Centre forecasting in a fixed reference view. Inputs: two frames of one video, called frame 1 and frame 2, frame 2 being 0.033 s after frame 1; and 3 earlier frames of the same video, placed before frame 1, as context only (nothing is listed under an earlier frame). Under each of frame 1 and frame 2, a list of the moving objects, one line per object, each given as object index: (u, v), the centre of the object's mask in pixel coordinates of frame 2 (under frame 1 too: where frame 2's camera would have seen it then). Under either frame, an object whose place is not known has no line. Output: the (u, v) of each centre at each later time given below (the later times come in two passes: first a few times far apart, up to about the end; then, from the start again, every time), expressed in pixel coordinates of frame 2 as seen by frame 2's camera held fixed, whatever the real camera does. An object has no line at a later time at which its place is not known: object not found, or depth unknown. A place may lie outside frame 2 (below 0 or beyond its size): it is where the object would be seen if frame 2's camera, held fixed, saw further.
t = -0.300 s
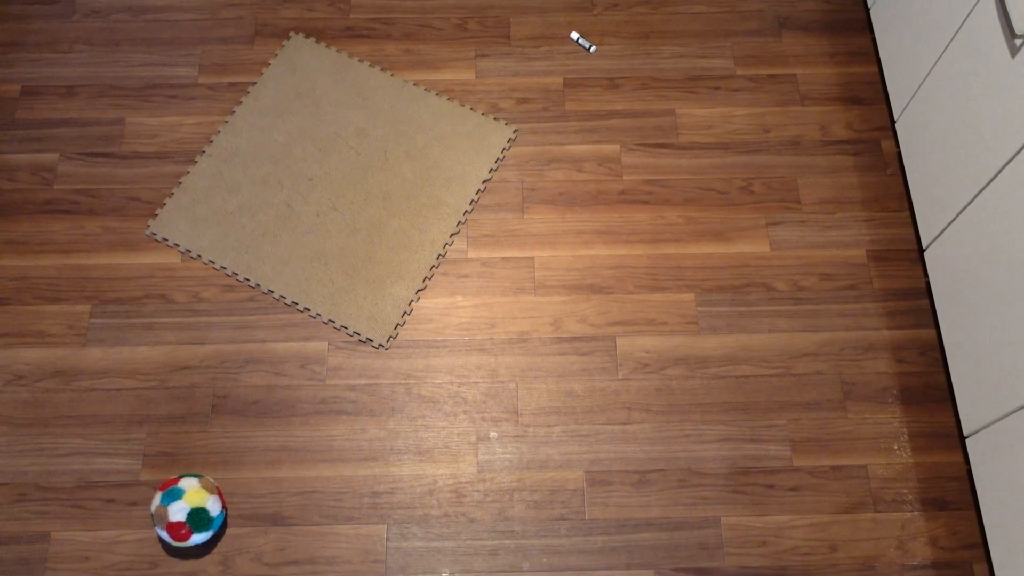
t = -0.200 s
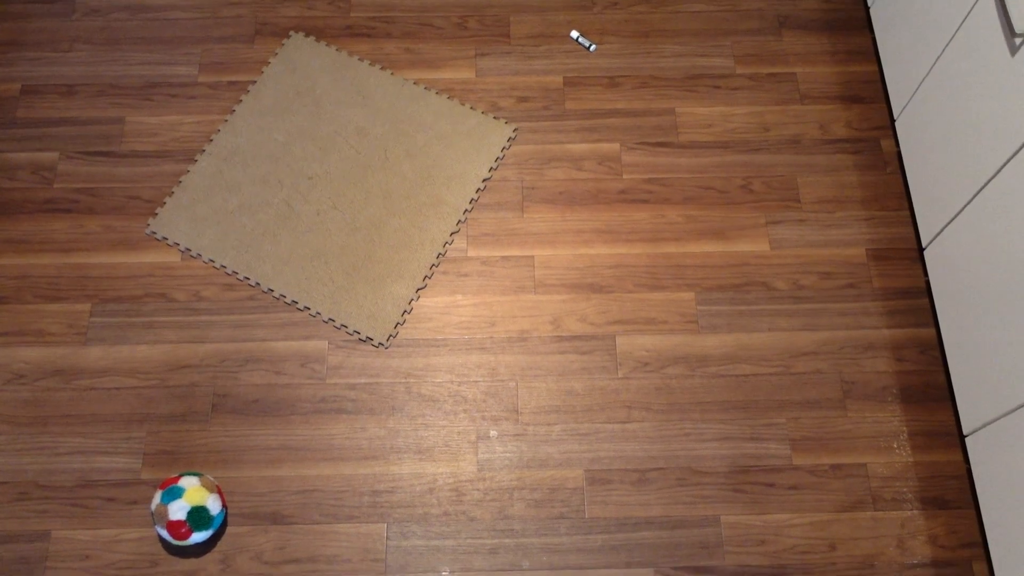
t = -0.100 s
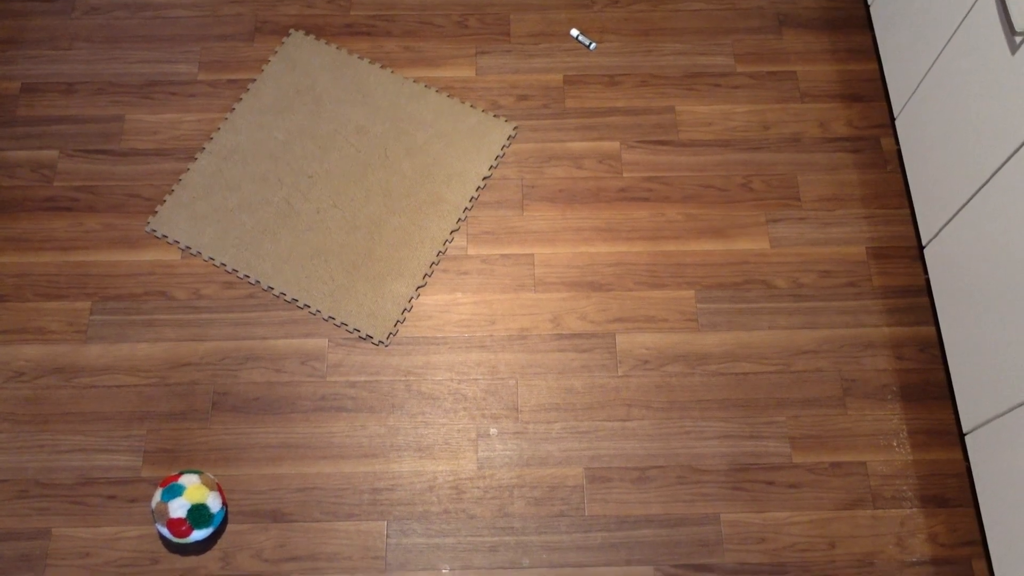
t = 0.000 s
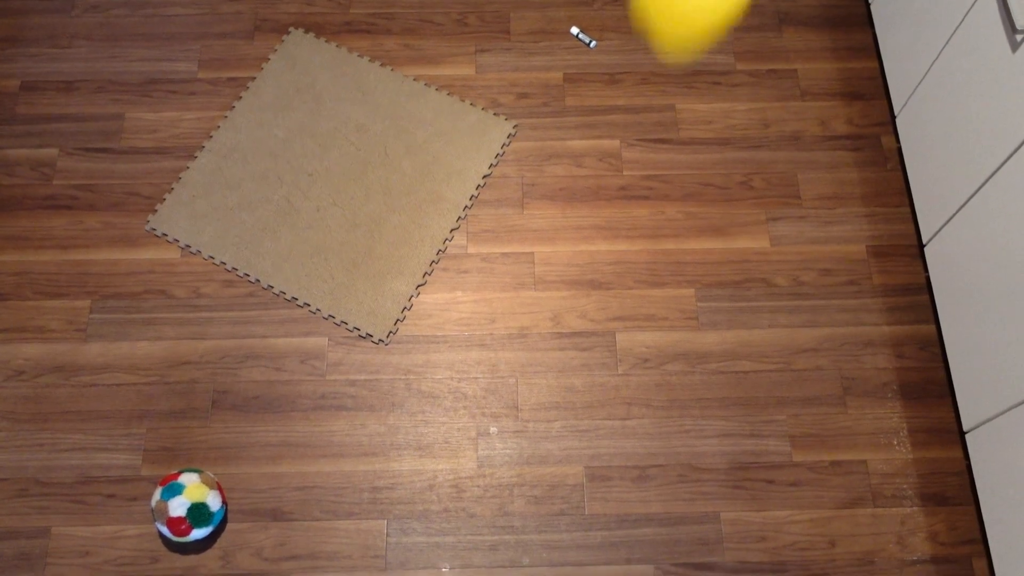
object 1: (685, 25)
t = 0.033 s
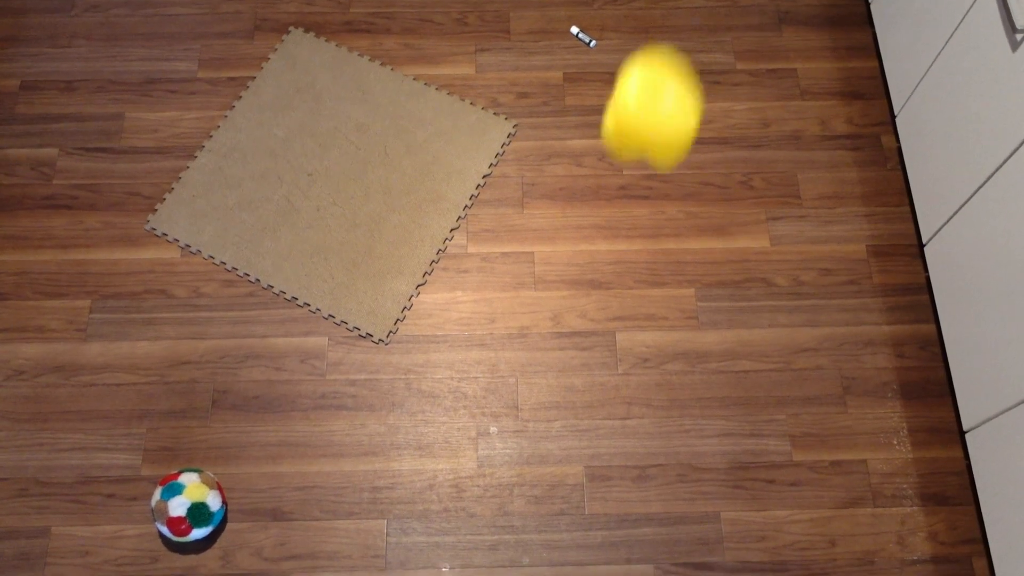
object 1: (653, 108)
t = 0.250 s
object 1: (571, 406)
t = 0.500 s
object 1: (602, 438)
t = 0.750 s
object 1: (609, 486)
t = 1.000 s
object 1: (582, 497)
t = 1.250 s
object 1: (560, 484)
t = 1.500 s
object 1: (558, 479)
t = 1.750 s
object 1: (567, 492)
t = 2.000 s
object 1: (568, 493)
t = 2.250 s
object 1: (560, 486)
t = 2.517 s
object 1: (562, 488)
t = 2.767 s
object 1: (560, 485)
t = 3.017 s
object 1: (561, 487)
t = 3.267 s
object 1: (561, 487)
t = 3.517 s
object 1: (560, 486)
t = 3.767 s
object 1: (560, 486)
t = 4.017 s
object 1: (560, 486)
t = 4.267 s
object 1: (560, 486)
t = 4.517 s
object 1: (560, 486)
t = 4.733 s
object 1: (560, 486)
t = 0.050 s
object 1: (639, 158)
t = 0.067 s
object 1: (627, 197)
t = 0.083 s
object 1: (618, 231)
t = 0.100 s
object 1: (610, 260)
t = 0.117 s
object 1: (603, 286)
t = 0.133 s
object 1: (598, 307)
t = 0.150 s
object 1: (593, 326)
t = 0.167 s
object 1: (588, 343)
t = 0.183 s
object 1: (584, 357)
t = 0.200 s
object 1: (580, 371)
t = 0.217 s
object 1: (577, 383)
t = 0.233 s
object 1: (574, 395)
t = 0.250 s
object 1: (571, 406)
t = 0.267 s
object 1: (570, 416)
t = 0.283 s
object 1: (568, 425)
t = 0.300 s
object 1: (567, 433)
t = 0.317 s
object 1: (570, 431)
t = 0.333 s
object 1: (574, 430)
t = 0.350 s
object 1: (577, 431)
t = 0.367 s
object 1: (580, 430)
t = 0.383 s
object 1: (583, 429)
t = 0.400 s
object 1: (587, 431)
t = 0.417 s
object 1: (589, 431)
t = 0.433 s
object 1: (593, 432)
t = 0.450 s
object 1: (595, 435)
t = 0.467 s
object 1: (598, 437)
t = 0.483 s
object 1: (600, 437)
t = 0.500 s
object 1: (602, 438)
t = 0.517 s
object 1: (603, 440)
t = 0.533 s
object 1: (605, 443)
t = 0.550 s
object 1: (606, 446)
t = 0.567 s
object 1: (608, 449)
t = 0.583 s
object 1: (608, 453)
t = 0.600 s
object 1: (609, 456)
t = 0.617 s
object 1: (610, 461)
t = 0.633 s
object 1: (610, 466)
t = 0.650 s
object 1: (609, 468)
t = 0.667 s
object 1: (609, 472)
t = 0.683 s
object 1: (609, 474)
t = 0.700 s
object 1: (609, 478)
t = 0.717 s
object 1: (609, 481)
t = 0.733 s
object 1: (609, 484)
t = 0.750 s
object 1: (609, 486)
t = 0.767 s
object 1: (609, 488)
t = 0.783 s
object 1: (608, 490)
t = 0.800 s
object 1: (607, 492)
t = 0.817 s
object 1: (605, 494)
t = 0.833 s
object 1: (603, 495)
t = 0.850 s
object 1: (601, 496)
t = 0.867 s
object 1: (600, 497)
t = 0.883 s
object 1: (597, 498)
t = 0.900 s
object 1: (595, 498)
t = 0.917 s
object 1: (593, 498)
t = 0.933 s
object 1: (590, 497)
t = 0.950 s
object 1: (588, 497)
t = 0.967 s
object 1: (586, 497)
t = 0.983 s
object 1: (584, 497)
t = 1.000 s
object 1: (582, 497)
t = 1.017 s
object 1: (581, 497)
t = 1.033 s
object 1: (579, 497)
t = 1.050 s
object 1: (578, 496)
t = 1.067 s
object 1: (576, 495)
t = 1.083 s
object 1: (575, 495)
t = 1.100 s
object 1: (573, 494)
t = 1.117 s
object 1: (571, 493)
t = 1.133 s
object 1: (570, 491)
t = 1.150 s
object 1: (568, 491)
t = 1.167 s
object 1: (567, 490)
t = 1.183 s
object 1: (566, 489)
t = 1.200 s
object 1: (564, 488)
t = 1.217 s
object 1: (563, 487)
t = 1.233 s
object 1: (562, 485)
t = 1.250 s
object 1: (560, 484)
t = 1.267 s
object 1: (559, 483)
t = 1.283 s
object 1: (559, 482)
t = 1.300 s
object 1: (559, 480)
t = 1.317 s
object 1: (559, 480)
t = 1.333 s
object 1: (559, 479)
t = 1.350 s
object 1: (558, 479)
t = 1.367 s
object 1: (558, 478)
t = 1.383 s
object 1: (558, 478)
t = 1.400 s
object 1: (558, 478)
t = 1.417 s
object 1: (558, 478)
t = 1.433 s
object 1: (558, 478)
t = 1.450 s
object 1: (558, 479)
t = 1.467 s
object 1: (558, 479)
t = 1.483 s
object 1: (558, 479)
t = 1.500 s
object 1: (558, 479)
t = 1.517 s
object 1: (559, 480)
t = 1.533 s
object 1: (559, 481)
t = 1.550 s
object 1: (559, 481)
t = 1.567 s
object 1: (559, 482)
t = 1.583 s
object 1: (559, 484)
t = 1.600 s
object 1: (560, 485)
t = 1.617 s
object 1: (561, 486)
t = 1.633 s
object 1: (561, 487)
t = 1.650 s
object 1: (562, 488)
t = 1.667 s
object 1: (563, 489)
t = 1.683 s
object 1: (564, 490)
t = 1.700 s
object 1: (565, 490)
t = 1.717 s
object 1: (565, 491)
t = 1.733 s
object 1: (566, 492)
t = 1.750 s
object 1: (567, 492)
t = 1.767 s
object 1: (568, 493)
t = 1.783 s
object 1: (568, 493)
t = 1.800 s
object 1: (569, 494)
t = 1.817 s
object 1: (570, 494)
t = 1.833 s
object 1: (571, 494)
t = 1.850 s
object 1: (571, 495)
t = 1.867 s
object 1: (571, 495)
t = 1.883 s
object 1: (571, 495)
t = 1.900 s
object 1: (571, 495)
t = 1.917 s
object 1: (571, 495)
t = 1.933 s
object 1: (571, 494)
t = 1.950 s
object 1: (570, 494)
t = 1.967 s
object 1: (569, 493)
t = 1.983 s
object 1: (569, 493)
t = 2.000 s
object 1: (568, 493)
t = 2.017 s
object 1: (567, 492)
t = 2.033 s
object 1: (567, 492)
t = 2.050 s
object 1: (566, 492)
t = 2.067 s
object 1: (566, 491)
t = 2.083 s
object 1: (566, 491)
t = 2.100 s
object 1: (565, 491)
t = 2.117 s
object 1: (565, 490)
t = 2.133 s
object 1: (564, 490)
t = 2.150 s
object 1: (564, 489)
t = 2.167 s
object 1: (563, 489)
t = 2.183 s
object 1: (563, 489)
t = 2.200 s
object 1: (562, 488)
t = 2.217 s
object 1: (562, 487)
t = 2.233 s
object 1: (561, 487)
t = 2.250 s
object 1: (560, 486)
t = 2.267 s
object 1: (560, 485)
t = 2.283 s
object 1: (560, 484)
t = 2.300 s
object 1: (560, 484)
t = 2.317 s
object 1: (559, 484)
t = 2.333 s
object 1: (560, 484)
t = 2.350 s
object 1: (560, 484)
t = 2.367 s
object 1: (560, 485)
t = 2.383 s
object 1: (560, 486)
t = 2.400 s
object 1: (560, 486)
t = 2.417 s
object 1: (561, 487)
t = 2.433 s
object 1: (561, 487)
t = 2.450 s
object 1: (562, 488)
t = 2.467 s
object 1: (562, 488)
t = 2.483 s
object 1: (562, 488)
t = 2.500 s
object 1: (562, 488)
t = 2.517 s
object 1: (562, 488)
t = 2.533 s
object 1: (562, 488)
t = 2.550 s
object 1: (563, 488)
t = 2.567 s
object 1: (563, 488)
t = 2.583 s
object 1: (562, 488)
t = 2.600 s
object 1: (562, 488)
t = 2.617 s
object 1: (562, 488)
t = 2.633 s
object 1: (562, 488)
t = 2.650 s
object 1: (562, 487)
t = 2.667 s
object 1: (561, 487)
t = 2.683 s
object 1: (561, 487)
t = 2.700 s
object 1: (561, 486)
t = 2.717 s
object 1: (560, 486)
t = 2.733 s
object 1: (560, 485)
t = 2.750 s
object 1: (560, 485)
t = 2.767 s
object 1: (560, 485)
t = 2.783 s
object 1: (560, 485)
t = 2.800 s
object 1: (560, 485)
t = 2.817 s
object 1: (560, 486)
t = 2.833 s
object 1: (560, 486)
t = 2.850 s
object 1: (561, 486)
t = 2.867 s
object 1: (561, 487)
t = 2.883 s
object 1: (561, 487)
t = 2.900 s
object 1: (561, 487)
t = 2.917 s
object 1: (561, 487)
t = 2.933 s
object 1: (561, 487)
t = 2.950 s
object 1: (561, 487)
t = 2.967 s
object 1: (561, 487)
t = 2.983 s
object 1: (561, 487)
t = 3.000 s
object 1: (561, 487)
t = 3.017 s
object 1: (561, 487)
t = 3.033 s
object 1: (561, 487)
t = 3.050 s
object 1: (561, 486)
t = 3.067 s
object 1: (560, 486)
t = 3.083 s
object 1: (560, 486)
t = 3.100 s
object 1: (560, 485)
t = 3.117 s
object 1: (560, 485)
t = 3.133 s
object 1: (560, 485)
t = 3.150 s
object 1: (560, 486)
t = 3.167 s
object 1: (560, 486)
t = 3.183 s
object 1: (560, 486)
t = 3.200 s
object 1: (561, 486)
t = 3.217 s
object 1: (561, 487)
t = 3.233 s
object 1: (561, 487)
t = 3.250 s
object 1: (561, 487)
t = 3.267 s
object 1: (561, 487)
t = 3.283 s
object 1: (561, 486)
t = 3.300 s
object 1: (561, 486)
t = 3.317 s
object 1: (560, 486)
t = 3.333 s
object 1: (560, 486)
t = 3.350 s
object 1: (560, 486)
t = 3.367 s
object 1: (560, 486)
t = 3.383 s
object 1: (560, 486)
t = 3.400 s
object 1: (560, 486)
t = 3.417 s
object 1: (560, 486)
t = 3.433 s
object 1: (560, 486)
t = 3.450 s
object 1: (560, 486)
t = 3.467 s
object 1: (560, 486)
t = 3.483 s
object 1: (560, 486)
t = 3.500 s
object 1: (560, 486)
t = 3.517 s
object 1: (560, 486)
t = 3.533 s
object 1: (560, 486)
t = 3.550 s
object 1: (560, 486)
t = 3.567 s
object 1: (560, 486)
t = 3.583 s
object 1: (560, 486)
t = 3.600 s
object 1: (560, 486)
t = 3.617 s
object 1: (560, 486)
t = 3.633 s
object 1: (560, 486)
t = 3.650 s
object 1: (560, 486)
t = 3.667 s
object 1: (560, 485)
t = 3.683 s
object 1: (560, 486)
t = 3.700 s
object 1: (560, 486)
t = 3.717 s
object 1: (560, 486)
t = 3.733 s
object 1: (560, 486)
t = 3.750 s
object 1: (560, 486)
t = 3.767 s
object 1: (560, 486)
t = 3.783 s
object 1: (560, 486)
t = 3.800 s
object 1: (560, 486)
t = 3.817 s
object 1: (560, 486)
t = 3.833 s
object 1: (560, 486)
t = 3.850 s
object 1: (560, 486)
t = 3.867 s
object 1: (560, 486)
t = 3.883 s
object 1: (560, 486)
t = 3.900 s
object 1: (560, 486)
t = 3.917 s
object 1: (560, 486)
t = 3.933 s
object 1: (560, 486)
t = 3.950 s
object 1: (560, 486)
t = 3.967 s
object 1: (560, 486)
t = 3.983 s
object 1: (560, 486)
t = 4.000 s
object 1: (560, 486)
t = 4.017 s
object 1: (560, 486)
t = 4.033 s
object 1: (560, 486)
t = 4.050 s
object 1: (560, 486)
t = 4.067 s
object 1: (560, 486)
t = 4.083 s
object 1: (560, 486)
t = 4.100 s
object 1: (560, 486)
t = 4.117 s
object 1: (560, 486)
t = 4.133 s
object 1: (560, 486)
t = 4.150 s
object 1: (560, 486)
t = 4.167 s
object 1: (560, 486)
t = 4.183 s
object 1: (560, 486)
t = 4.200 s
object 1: (560, 486)
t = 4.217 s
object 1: (560, 486)
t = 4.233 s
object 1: (560, 486)
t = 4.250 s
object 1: (560, 486)
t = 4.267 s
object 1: (560, 486)
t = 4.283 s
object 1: (560, 486)
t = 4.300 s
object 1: (560, 486)
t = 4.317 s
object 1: (560, 486)
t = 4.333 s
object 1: (560, 486)
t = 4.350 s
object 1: (560, 486)
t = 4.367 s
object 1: (560, 486)
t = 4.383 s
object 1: (560, 486)
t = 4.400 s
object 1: (560, 486)
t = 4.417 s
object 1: (560, 486)
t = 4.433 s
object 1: (560, 486)
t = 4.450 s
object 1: (560, 486)
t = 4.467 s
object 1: (560, 486)
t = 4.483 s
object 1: (560, 486)
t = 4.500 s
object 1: (560, 486)
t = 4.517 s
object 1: (560, 486)
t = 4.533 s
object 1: (560, 486)
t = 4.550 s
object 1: (560, 486)
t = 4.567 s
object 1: (560, 486)
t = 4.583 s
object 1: (560, 486)
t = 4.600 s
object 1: (560, 486)
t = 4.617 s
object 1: (560, 486)
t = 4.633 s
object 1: (560, 486)
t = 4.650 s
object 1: (560, 486)
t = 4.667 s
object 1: (560, 486)
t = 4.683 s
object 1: (560, 486)
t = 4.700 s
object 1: (560, 486)
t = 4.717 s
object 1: (560, 486)
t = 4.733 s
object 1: (560, 486)
